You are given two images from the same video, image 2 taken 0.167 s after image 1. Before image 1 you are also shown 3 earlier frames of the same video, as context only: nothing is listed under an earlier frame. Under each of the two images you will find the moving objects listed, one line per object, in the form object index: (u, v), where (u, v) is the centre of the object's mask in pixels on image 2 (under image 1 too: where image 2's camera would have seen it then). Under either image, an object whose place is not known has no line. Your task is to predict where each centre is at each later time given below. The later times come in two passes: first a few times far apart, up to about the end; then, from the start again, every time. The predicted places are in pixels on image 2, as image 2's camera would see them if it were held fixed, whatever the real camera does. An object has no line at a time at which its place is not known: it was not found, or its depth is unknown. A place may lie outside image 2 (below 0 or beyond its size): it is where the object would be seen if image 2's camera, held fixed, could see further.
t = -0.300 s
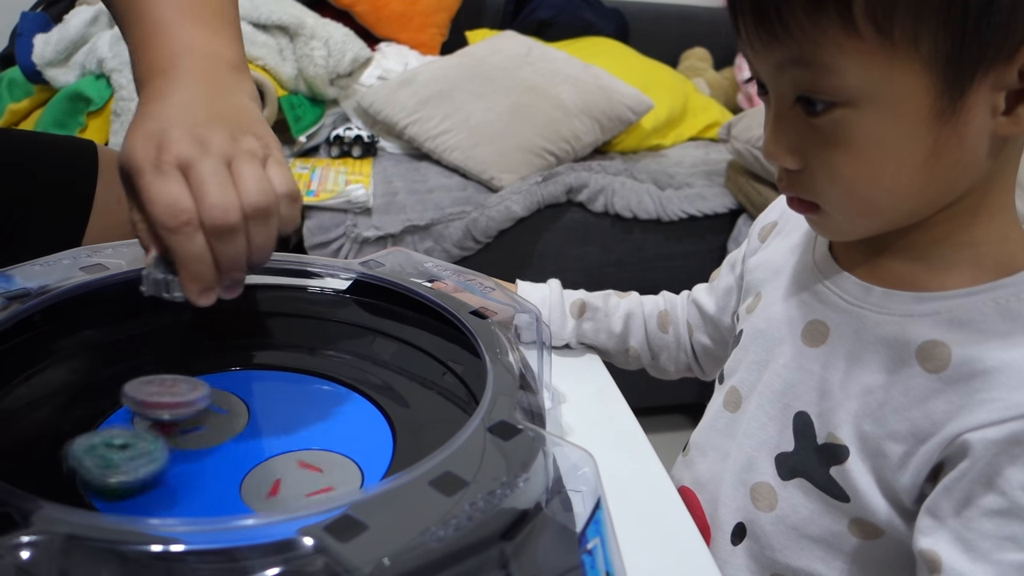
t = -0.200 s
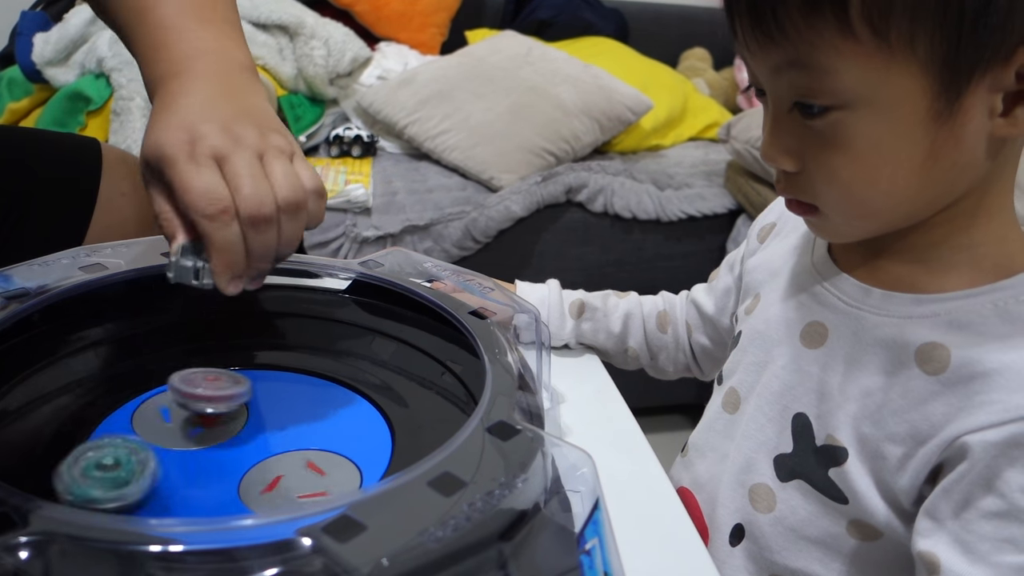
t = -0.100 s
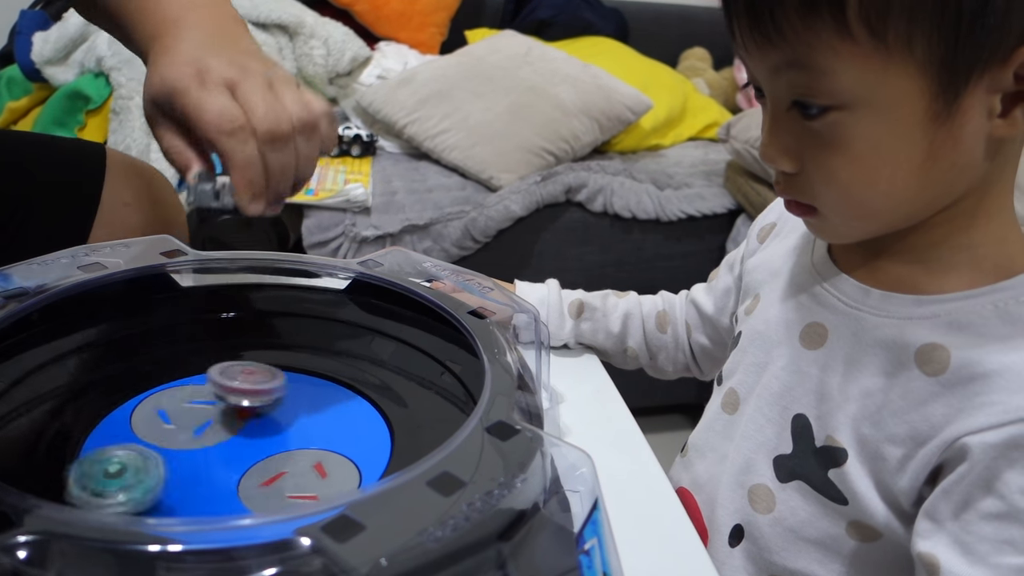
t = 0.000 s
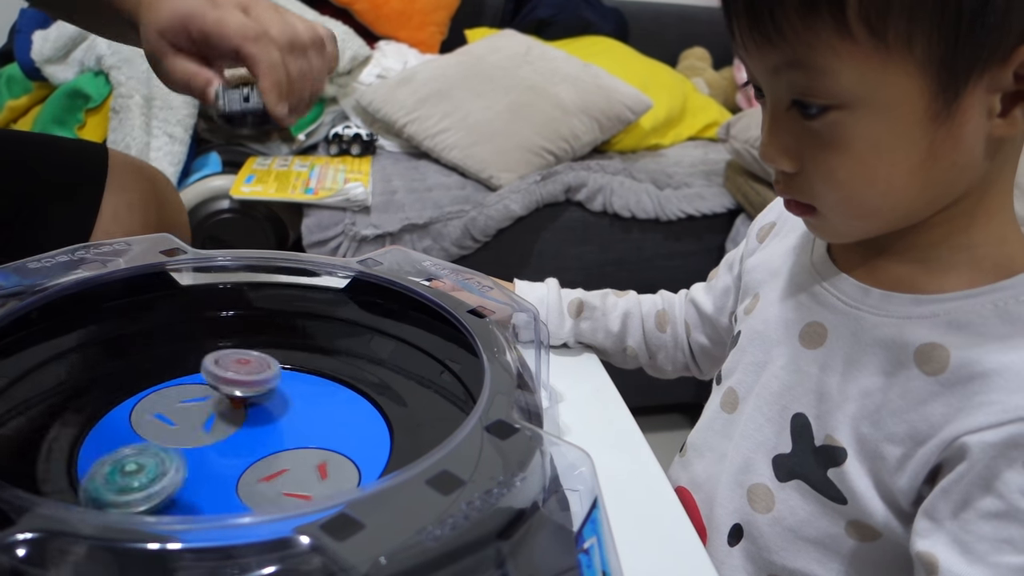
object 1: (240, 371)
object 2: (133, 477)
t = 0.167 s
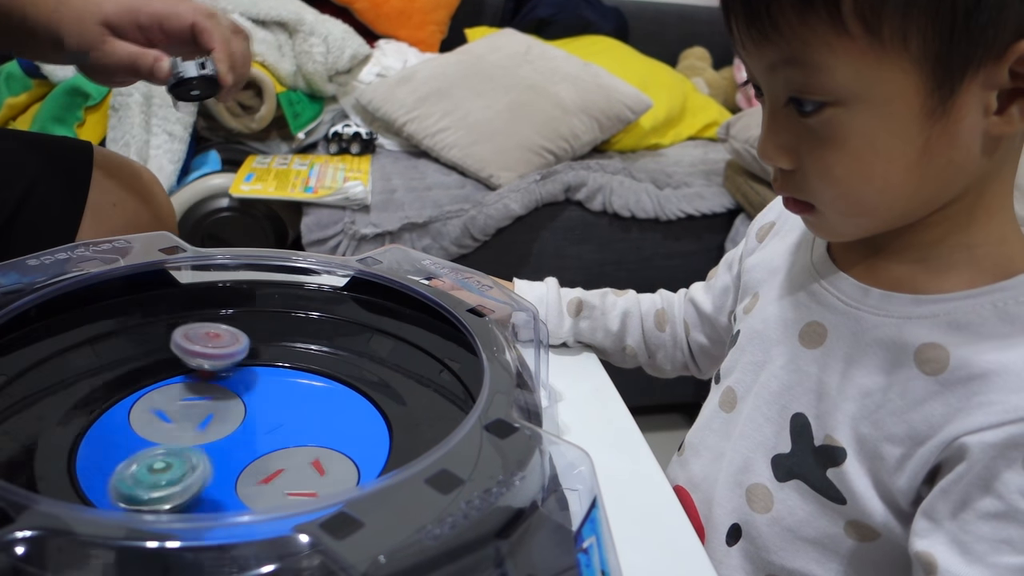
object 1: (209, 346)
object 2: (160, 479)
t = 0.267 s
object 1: (185, 344)
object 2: (169, 481)
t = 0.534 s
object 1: (137, 390)
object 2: (185, 483)
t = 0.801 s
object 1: (241, 371)
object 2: (208, 482)
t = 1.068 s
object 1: (158, 421)
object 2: (232, 480)
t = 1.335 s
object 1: (288, 411)
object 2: (282, 483)
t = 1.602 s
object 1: (346, 369)
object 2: (255, 456)
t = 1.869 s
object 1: (318, 373)
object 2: (211, 405)
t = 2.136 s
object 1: (343, 404)
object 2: (214, 429)
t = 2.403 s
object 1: (338, 452)
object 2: (244, 443)
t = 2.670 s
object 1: (275, 478)
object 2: (259, 400)
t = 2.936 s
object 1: (233, 485)
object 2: (273, 383)
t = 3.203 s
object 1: (226, 484)
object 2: (280, 405)
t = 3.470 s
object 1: (176, 489)
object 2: (238, 417)
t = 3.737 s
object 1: (142, 461)
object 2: (246, 389)
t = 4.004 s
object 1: (89, 434)
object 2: (287, 388)
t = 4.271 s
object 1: (112, 408)
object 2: (269, 410)
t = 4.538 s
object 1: (144, 385)
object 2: (235, 404)
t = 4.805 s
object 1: (175, 405)
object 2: (273, 393)
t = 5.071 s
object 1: (194, 423)
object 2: (351, 396)
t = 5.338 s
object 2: (338, 404)
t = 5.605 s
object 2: (357, 412)
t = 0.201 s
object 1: (200, 340)
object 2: (166, 479)
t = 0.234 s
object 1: (192, 340)
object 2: (168, 480)
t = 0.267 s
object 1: (185, 344)
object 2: (169, 481)
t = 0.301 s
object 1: (178, 347)
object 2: (171, 481)
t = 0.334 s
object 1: (171, 351)
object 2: (173, 481)
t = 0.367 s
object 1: (163, 357)
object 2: (176, 481)
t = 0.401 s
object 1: (154, 362)
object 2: (180, 482)
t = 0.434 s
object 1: (143, 367)
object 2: (180, 483)
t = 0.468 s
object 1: (134, 373)
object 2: (182, 483)
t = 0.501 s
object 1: (133, 380)
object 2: (182, 483)
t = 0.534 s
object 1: (137, 390)
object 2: (185, 483)
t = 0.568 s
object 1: (144, 398)
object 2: (189, 483)
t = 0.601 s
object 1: (159, 405)
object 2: (190, 483)
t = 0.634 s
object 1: (177, 409)
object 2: (193, 483)
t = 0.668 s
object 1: (199, 409)
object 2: (194, 482)
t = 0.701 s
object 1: (219, 405)
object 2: (198, 482)
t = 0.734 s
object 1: (235, 396)
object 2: (201, 482)
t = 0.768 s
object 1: (244, 384)
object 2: (204, 482)
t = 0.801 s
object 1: (241, 371)
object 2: (208, 482)
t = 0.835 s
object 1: (227, 359)
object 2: (210, 482)
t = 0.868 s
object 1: (204, 354)
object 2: (213, 481)
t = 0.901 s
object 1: (177, 354)
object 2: (216, 480)
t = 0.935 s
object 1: (152, 362)
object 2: (221, 481)
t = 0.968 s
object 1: (136, 374)
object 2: (224, 480)
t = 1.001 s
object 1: (133, 390)
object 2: (227, 481)
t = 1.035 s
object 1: (142, 405)
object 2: (230, 480)
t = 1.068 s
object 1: (158, 421)
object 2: (232, 480)
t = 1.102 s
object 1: (172, 433)
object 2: (236, 480)
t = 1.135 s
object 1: (186, 439)
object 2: (243, 483)
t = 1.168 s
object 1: (202, 438)
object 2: (256, 489)
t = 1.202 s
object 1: (219, 435)
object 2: (265, 490)
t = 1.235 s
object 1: (237, 431)
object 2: (271, 487)
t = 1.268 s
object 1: (255, 424)
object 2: (276, 486)
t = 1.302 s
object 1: (274, 418)
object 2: (279, 485)
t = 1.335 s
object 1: (288, 411)
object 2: (282, 483)
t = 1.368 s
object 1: (305, 404)
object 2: (284, 483)
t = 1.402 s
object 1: (321, 396)
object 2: (282, 482)
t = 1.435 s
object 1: (335, 388)
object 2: (281, 481)
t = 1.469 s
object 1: (348, 380)
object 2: (277, 480)
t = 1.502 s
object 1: (359, 373)
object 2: (273, 475)
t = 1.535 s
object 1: (365, 367)
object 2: (269, 470)
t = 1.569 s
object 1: (355, 368)
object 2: (263, 463)
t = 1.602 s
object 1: (346, 369)
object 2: (255, 456)
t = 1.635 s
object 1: (336, 370)
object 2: (245, 446)
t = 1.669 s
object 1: (328, 371)
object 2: (241, 437)
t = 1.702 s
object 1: (319, 372)
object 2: (240, 430)
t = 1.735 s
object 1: (311, 373)
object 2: (237, 421)
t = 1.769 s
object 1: (304, 375)
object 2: (236, 413)
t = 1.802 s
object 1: (301, 375)
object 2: (231, 411)
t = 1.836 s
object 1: (302, 375)
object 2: (227, 405)
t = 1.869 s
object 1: (318, 373)
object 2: (211, 405)
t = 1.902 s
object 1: (337, 370)
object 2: (204, 400)
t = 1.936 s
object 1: (356, 367)
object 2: (194, 397)
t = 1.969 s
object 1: (361, 367)
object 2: (187, 402)
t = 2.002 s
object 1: (357, 378)
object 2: (186, 404)
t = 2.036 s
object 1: (354, 383)
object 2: (187, 411)
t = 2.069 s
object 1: (350, 390)
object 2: (198, 418)
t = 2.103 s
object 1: (347, 397)
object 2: (206, 425)
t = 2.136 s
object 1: (343, 404)
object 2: (214, 429)
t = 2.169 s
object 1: (340, 409)
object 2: (218, 435)
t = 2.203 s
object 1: (339, 415)
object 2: (222, 438)
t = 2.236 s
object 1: (338, 421)
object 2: (227, 442)
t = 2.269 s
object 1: (337, 427)
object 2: (232, 445)
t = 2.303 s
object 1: (336, 432)
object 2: (236, 447)
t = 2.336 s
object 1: (335, 439)
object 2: (241, 444)
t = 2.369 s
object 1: (336, 444)
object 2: (243, 447)
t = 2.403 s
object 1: (338, 452)
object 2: (244, 443)
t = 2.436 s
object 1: (340, 458)
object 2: (244, 437)
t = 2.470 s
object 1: (337, 466)
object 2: (245, 432)
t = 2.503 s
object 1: (327, 471)
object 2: (249, 425)
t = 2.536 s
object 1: (316, 476)
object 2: (254, 420)
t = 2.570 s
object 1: (305, 473)
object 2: (258, 414)
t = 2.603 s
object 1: (293, 476)
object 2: (259, 409)
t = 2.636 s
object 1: (283, 477)
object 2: (260, 405)
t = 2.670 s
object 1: (275, 478)
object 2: (259, 400)
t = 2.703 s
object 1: (265, 480)
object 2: (260, 397)
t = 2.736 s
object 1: (258, 480)
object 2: (259, 393)
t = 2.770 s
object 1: (250, 482)
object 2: (259, 389)
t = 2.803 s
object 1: (245, 482)
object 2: (261, 386)
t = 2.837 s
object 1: (240, 482)
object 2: (264, 383)
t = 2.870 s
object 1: (237, 483)
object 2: (266, 383)
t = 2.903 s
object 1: (235, 483)
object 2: (270, 382)
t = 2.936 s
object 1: (233, 485)
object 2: (273, 383)
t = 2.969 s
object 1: (232, 486)
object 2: (276, 384)
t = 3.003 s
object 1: (231, 487)
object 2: (280, 385)
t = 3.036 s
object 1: (231, 489)
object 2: (282, 388)
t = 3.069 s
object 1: (231, 489)
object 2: (283, 391)
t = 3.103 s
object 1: (230, 488)
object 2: (284, 394)
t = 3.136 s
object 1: (229, 486)
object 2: (284, 398)
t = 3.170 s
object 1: (227, 485)
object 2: (282, 401)
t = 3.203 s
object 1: (226, 484)
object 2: (280, 405)
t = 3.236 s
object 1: (224, 485)
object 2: (277, 408)
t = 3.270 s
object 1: (221, 483)
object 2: (273, 411)
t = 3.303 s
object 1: (216, 483)
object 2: (267, 414)
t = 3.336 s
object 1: (211, 484)
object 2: (262, 415)
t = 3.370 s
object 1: (204, 485)
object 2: (254, 417)
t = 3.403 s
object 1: (196, 486)
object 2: (247, 417)
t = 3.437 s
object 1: (186, 487)
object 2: (243, 417)
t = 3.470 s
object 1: (176, 489)
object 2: (238, 417)
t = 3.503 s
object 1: (169, 487)
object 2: (232, 415)
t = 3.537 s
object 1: (163, 486)
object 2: (230, 413)
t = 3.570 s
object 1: (159, 482)
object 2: (228, 411)
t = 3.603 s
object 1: (155, 479)
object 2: (226, 408)
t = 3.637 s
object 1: (152, 474)
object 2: (226, 404)
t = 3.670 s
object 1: (148, 470)
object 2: (229, 401)
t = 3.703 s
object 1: (145, 465)
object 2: (236, 397)
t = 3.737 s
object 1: (142, 461)
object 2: (246, 389)
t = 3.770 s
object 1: (138, 456)
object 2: (256, 387)
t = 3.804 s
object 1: (133, 452)
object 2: (266, 384)
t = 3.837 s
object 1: (126, 449)
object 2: (274, 383)
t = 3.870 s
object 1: (118, 446)
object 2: (278, 382)
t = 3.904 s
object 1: (110, 443)
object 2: (280, 383)
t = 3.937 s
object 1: (102, 440)
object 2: (283, 383)
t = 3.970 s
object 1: (95, 437)
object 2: (285, 385)
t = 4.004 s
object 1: (89, 434)
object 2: (287, 388)
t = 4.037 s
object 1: (83, 431)
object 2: (289, 389)
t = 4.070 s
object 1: (79, 428)
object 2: (288, 392)
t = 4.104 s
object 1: (80, 425)
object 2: (287, 396)
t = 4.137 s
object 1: (85, 422)
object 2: (286, 399)
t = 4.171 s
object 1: (91, 419)
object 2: (283, 403)
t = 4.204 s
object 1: (98, 415)
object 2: (280, 405)
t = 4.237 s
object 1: (105, 412)
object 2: (275, 407)
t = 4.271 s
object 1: (112, 408)
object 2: (269, 410)
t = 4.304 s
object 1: (117, 405)
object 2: (263, 411)
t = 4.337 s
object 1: (122, 401)
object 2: (256, 412)
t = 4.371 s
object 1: (125, 397)
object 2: (251, 411)
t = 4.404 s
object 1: (128, 394)
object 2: (246, 411)
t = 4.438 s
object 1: (130, 390)
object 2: (241, 410)
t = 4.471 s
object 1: (133, 387)
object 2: (237, 408)
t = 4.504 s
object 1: (139, 385)
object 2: (236, 406)
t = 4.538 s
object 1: (144, 385)
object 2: (235, 404)
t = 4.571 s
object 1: (146, 387)
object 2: (233, 399)
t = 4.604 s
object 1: (149, 391)
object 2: (236, 393)
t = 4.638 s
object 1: (146, 392)
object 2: (247, 394)
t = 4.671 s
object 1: (142, 394)
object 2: (254, 390)
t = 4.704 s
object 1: (143, 397)
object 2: (261, 388)
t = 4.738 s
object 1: (152, 399)
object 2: (266, 389)
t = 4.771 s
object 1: (162, 400)
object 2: (272, 390)
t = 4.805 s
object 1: (175, 405)
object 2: (273, 393)
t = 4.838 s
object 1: (194, 410)
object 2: (274, 396)
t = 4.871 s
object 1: (195, 414)
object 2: (292, 403)
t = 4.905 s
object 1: (191, 416)
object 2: (309, 400)
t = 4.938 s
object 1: (189, 417)
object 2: (322, 398)
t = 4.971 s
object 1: (188, 418)
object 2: (336, 399)
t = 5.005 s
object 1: (188, 419)
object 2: (344, 396)
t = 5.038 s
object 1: (190, 418)
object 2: (347, 396)
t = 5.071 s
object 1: (194, 423)
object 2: (351, 396)
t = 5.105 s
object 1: (199, 419)
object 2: (348, 399)
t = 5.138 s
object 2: (345, 400)
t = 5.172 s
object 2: (340, 401)
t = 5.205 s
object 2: (337, 402)
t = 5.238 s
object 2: (336, 403)
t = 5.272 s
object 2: (334, 404)
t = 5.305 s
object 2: (330, 404)
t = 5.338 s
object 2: (338, 404)
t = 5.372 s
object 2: (352, 402)
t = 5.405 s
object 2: (362, 402)
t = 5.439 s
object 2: (365, 403)
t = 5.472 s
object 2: (365, 406)
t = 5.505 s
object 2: (364, 407)
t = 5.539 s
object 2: (361, 409)
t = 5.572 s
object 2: (360, 411)
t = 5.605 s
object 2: (357, 412)
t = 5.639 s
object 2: (354, 415)
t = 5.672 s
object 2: (349, 415)
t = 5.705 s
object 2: (345, 413)
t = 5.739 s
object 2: (340, 412)
